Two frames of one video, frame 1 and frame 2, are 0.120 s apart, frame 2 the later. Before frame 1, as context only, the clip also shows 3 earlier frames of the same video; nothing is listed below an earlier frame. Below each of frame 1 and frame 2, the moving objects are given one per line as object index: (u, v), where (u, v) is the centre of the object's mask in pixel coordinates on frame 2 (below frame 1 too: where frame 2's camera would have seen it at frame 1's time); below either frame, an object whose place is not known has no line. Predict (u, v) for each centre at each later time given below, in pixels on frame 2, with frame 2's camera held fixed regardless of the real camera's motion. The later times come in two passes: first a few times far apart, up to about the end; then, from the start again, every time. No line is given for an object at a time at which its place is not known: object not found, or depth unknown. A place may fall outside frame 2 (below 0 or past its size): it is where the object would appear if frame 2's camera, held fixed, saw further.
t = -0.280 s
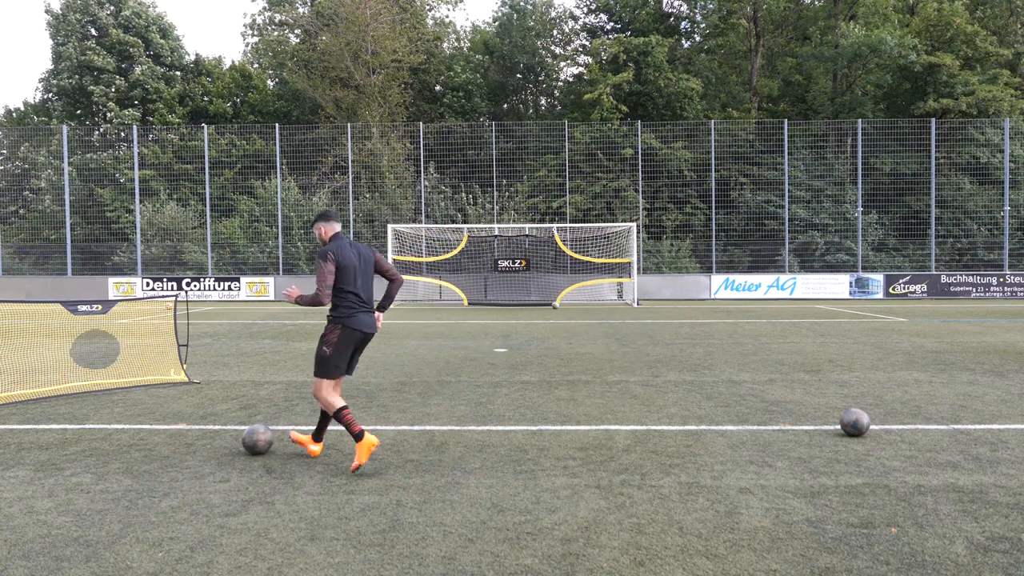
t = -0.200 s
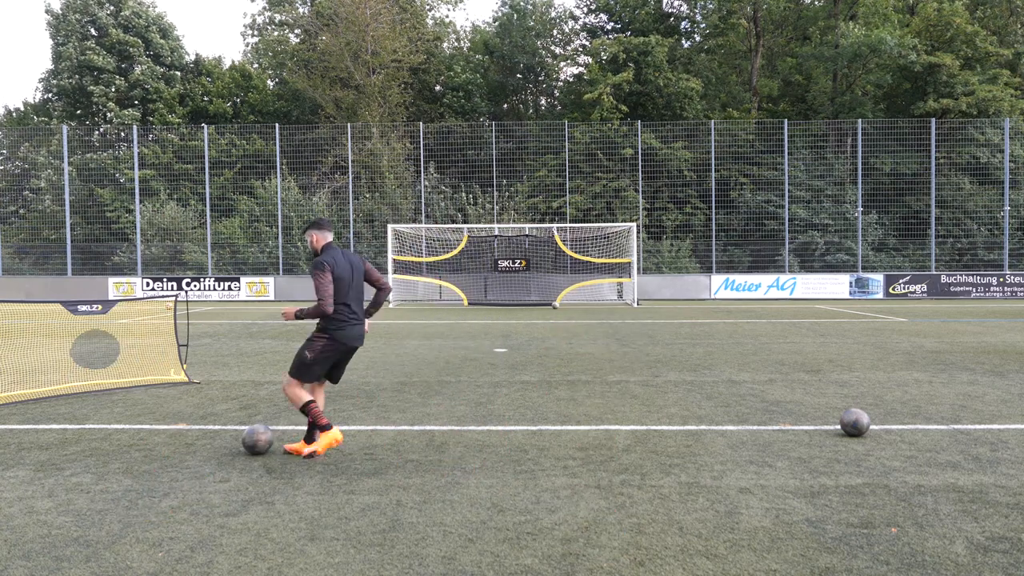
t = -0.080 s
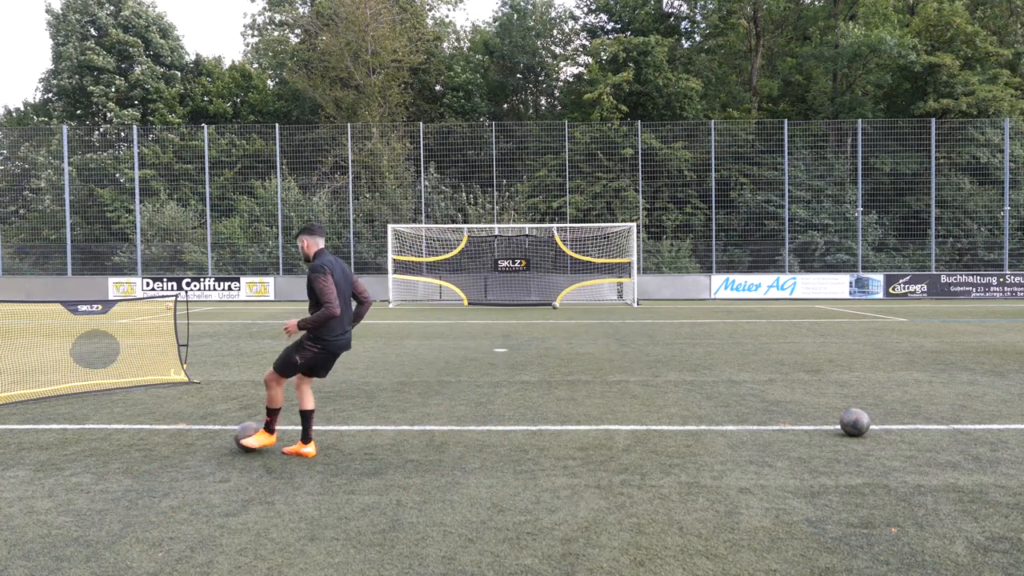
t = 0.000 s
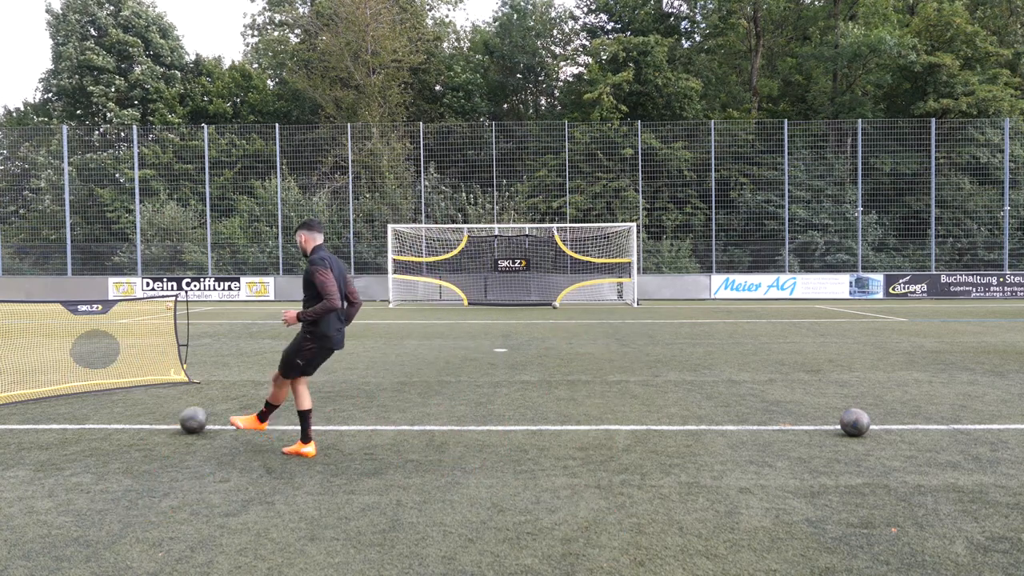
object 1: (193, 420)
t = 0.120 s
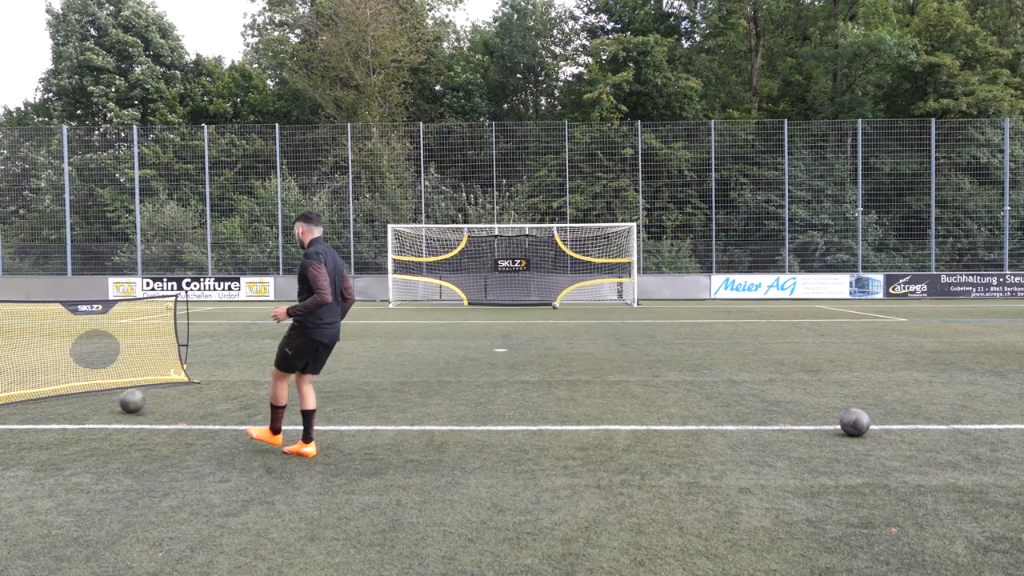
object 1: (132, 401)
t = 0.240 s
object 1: (88, 388)
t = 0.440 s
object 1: (71, 337)
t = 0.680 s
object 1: (96, 255)
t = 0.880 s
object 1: (119, 225)
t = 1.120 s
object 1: (150, 238)
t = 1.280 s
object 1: (173, 277)
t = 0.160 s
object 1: (116, 395)
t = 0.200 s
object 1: (101, 391)
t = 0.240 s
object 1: (88, 388)
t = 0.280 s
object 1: (77, 381)
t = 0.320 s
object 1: (70, 375)
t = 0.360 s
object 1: (68, 365)
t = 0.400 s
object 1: (69, 353)
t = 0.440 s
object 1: (71, 337)
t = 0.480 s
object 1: (75, 320)
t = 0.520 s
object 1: (79, 304)
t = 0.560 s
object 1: (83, 290)
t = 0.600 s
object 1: (88, 277)
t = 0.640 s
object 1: (92, 265)
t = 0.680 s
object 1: (96, 255)
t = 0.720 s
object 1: (100, 247)
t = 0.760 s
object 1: (105, 239)
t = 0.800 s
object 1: (109, 233)
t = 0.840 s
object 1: (114, 229)
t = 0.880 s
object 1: (119, 225)
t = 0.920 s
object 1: (124, 222)
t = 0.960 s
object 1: (129, 223)
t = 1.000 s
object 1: (134, 224)
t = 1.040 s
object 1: (139, 227)
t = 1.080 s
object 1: (145, 232)
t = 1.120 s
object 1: (150, 238)
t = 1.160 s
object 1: (156, 245)
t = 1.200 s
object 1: (162, 254)
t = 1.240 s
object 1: (167, 265)
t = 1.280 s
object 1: (173, 277)
